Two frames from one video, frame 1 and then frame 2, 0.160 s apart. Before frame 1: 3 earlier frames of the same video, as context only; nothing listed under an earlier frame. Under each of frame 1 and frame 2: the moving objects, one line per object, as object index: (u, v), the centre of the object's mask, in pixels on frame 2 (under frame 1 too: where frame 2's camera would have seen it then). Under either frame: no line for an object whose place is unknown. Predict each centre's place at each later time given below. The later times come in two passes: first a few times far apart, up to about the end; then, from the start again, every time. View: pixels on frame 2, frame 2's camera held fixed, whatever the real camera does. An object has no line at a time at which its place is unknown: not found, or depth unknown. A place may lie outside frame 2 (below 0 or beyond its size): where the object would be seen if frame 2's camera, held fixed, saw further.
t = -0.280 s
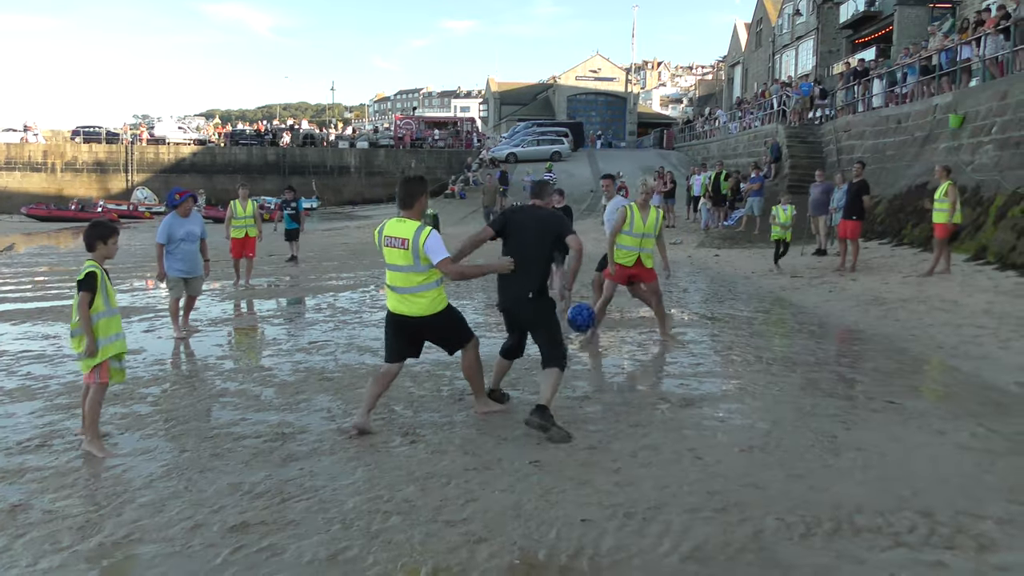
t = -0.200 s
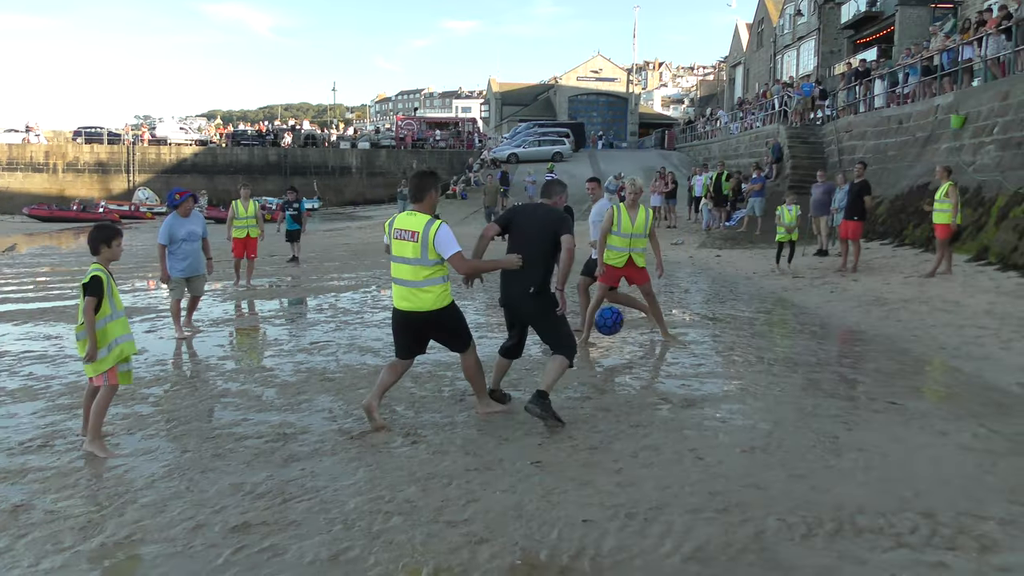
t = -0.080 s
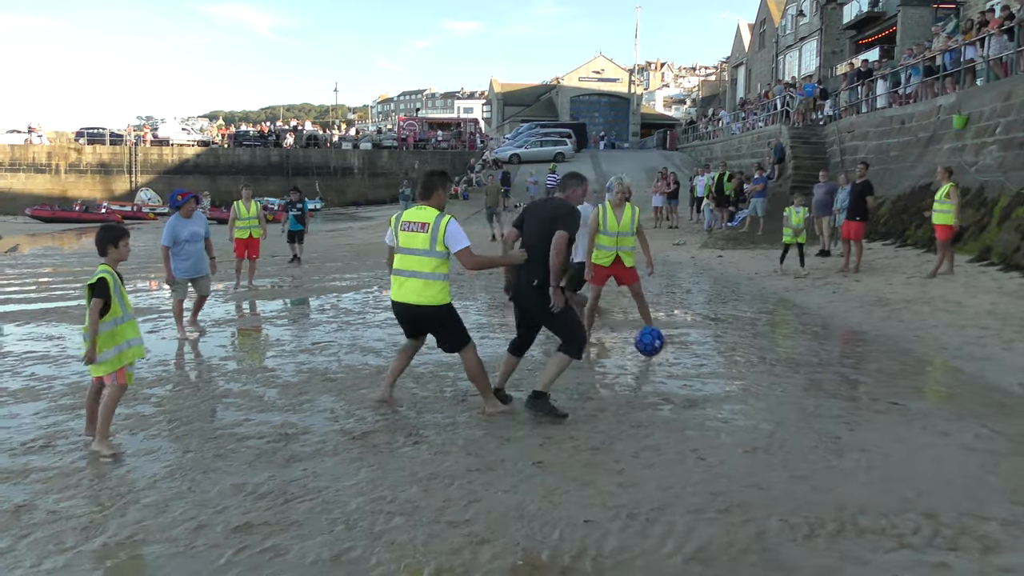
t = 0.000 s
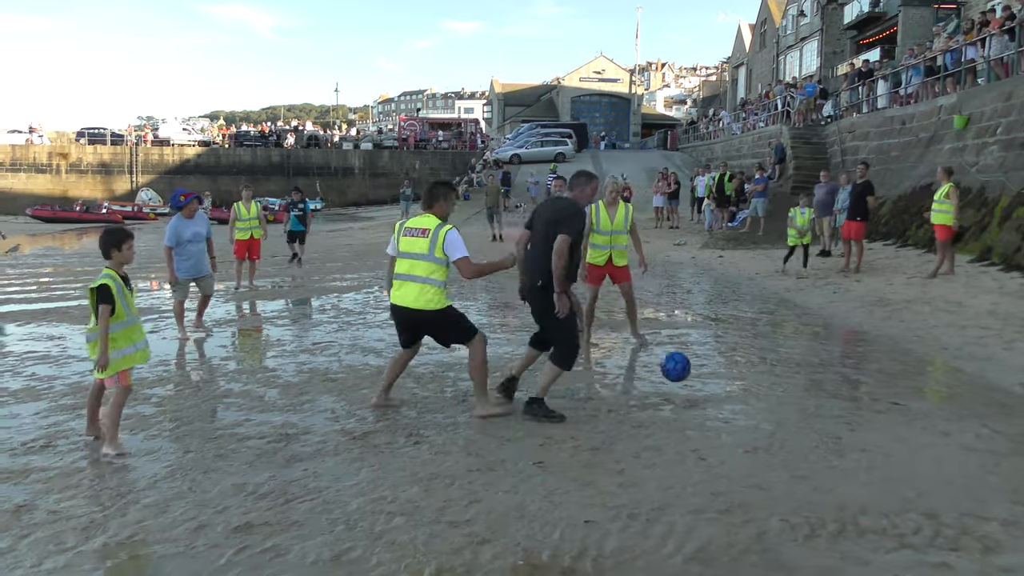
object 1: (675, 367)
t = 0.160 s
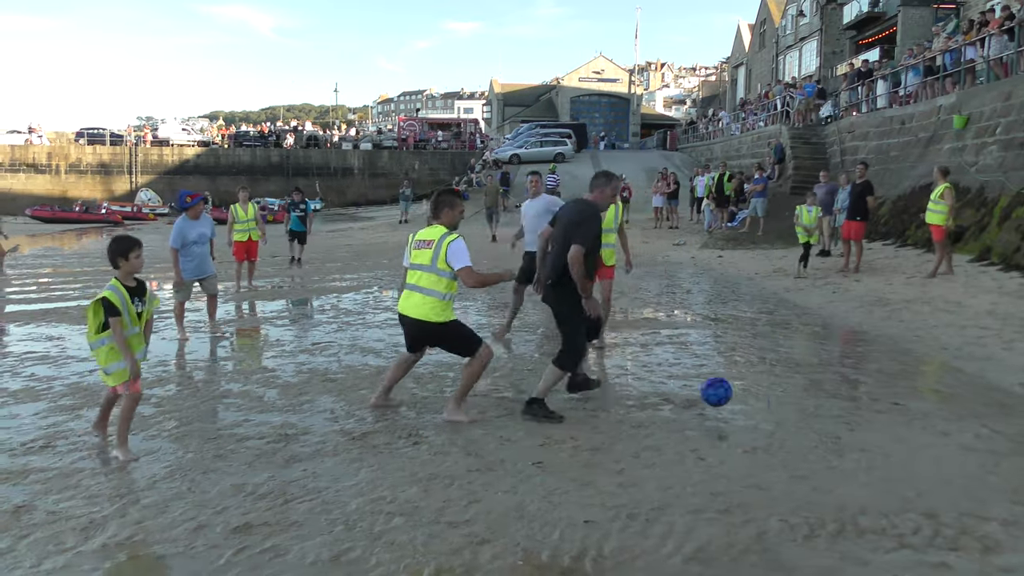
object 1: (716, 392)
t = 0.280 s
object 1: (739, 391)
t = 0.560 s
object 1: (794, 420)
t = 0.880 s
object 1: (860, 435)
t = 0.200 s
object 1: (724, 389)
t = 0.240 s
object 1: (731, 389)
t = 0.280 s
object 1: (739, 391)
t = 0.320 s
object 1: (746, 396)
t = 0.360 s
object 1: (753, 402)
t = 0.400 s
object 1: (760, 411)
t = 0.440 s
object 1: (768, 414)
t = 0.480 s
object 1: (777, 413)
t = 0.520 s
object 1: (786, 415)
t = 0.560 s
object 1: (794, 420)
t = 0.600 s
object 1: (803, 422)
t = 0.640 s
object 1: (812, 424)
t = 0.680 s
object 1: (821, 427)
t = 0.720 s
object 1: (830, 429)
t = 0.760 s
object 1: (838, 431)
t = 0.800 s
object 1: (845, 432)
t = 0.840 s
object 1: (853, 433)
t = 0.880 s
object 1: (860, 435)
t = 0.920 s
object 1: (868, 437)
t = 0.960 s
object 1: (876, 440)
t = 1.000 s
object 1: (885, 442)
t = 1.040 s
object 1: (893, 443)
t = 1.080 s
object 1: (901, 445)
